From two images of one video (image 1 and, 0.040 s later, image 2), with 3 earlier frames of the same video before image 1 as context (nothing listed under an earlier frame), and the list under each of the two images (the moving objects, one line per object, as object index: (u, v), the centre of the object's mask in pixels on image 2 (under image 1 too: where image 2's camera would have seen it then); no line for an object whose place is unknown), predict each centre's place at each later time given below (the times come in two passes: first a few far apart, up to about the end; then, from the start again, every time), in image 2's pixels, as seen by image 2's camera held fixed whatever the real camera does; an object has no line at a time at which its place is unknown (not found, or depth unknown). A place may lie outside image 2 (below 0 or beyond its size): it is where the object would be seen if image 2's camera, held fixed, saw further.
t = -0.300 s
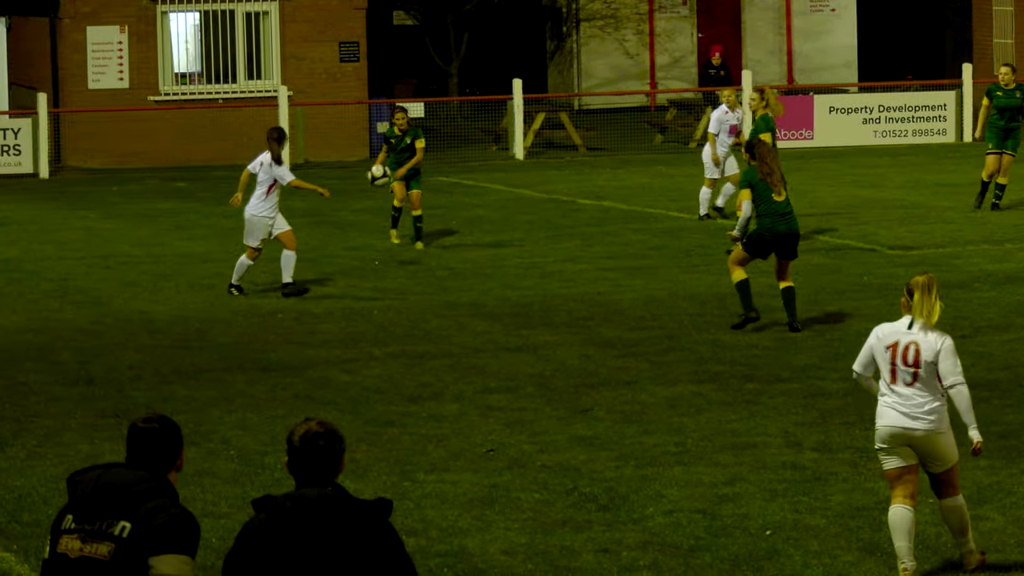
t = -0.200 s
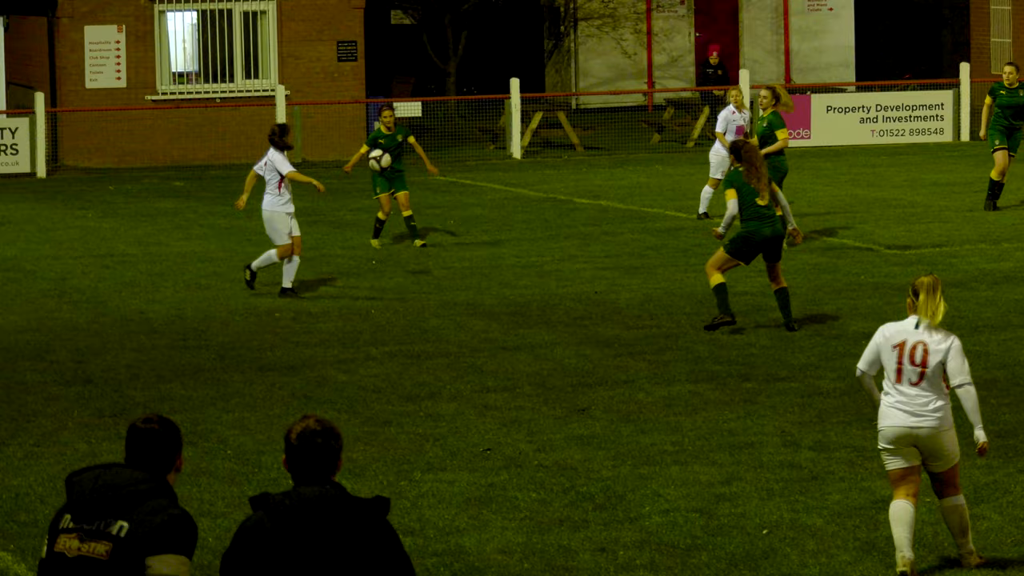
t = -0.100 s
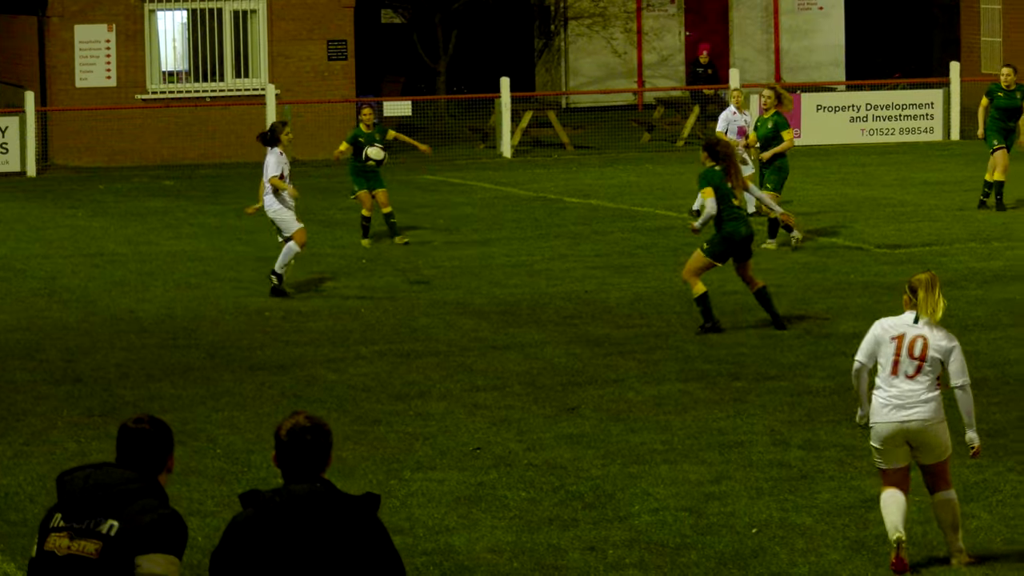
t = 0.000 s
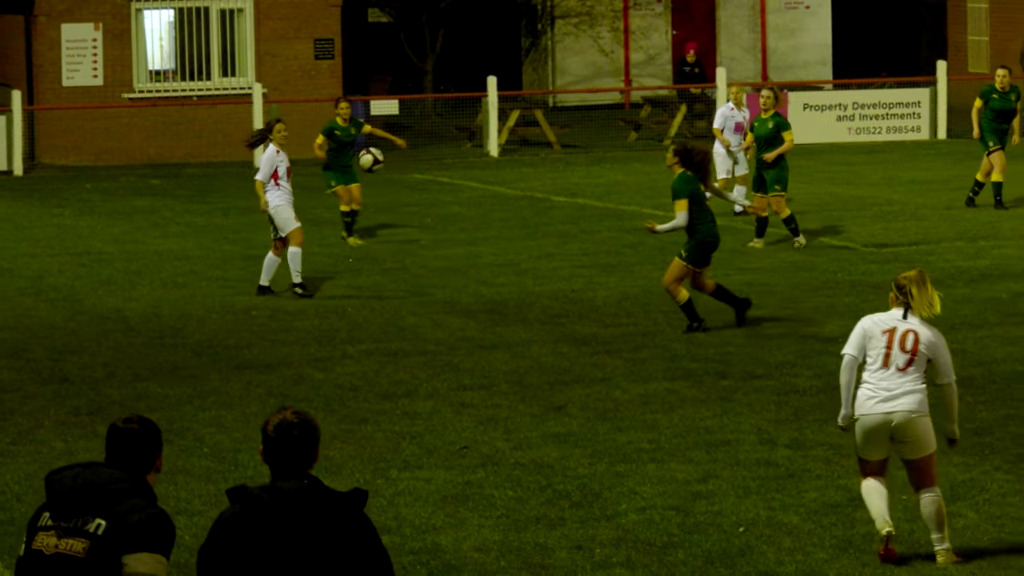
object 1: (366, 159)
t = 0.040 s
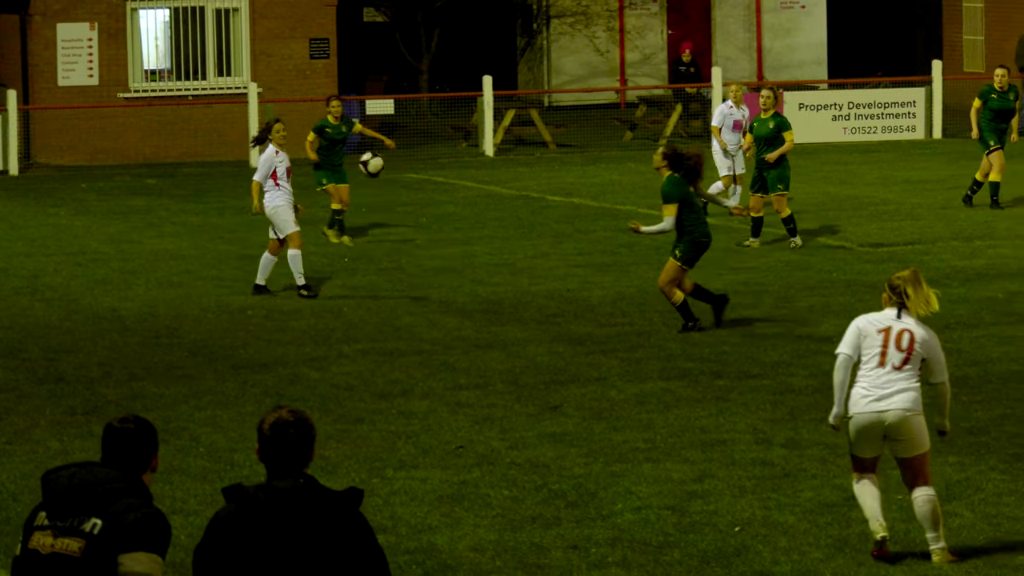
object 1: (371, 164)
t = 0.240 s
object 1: (405, 221)
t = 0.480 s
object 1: (469, 365)
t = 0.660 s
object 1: (517, 322)
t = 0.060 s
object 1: (374, 168)
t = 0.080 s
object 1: (377, 171)
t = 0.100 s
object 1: (380, 176)
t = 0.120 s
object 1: (383, 181)
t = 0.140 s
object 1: (386, 187)
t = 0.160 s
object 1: (389, 192)
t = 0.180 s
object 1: (393, 199)
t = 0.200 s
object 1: (397, 206)
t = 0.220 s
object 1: (401, 213)
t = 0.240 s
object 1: (405, 221)
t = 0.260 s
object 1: (409, 230)
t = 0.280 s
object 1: (414, 239)
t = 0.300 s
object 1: (419, 249)
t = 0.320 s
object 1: (424, 259)
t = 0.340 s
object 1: (429, 270)
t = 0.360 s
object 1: (434, 281)
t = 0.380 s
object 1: (439, 293)
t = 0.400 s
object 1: (445, 307)
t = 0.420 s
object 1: (450, 319)
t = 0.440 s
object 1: (456, 334)
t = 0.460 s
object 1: (462, 349)
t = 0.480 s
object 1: (469, 365)
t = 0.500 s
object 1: (475, 367)
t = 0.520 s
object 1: (479, 358)
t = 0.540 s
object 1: (485, 351)
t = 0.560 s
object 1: (491, 346)
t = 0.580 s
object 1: (495, 340)
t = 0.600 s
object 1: (501, 335)
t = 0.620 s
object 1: (507, 330)
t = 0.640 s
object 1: (512, 326)
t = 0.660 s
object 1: (517, 322)
